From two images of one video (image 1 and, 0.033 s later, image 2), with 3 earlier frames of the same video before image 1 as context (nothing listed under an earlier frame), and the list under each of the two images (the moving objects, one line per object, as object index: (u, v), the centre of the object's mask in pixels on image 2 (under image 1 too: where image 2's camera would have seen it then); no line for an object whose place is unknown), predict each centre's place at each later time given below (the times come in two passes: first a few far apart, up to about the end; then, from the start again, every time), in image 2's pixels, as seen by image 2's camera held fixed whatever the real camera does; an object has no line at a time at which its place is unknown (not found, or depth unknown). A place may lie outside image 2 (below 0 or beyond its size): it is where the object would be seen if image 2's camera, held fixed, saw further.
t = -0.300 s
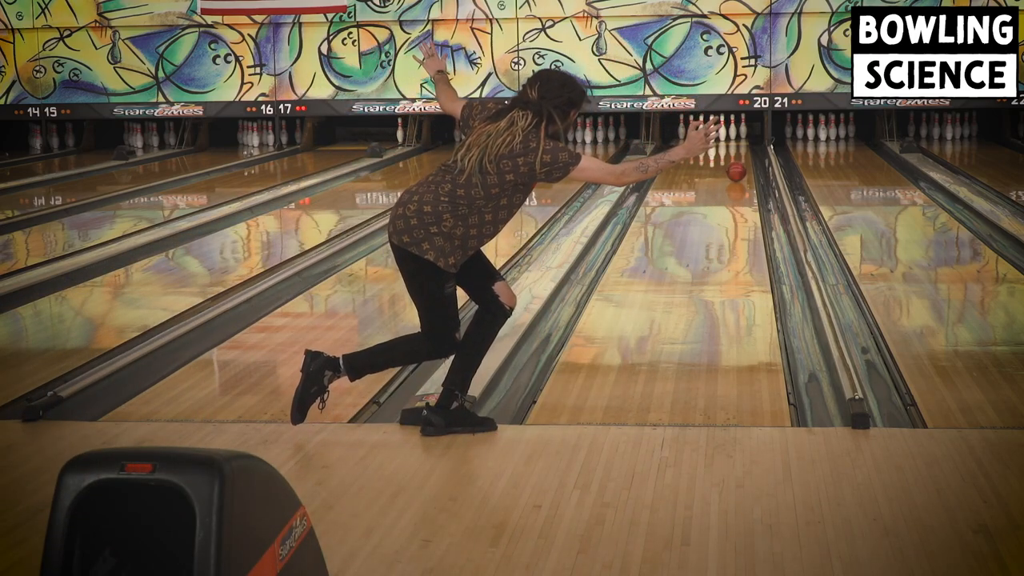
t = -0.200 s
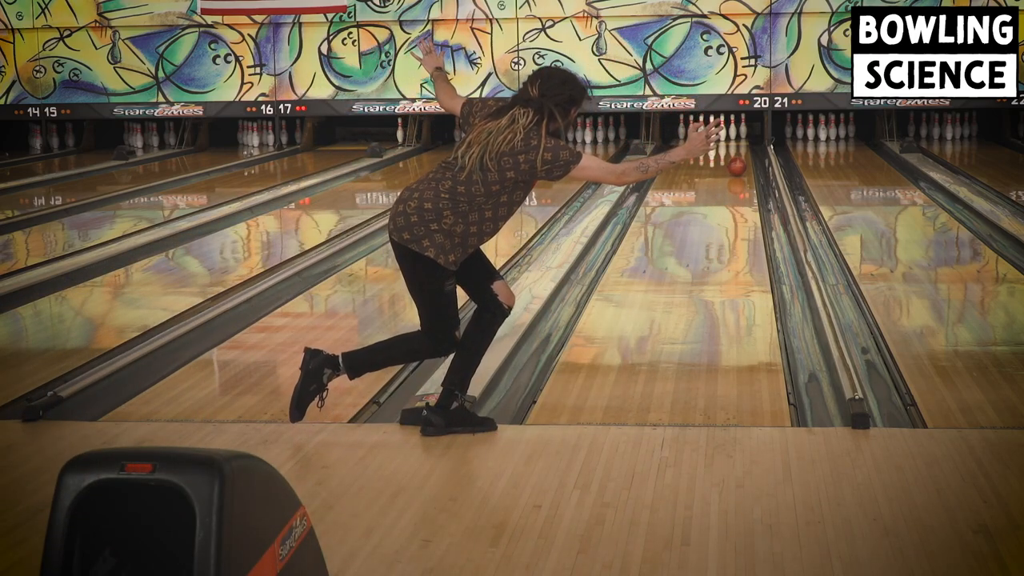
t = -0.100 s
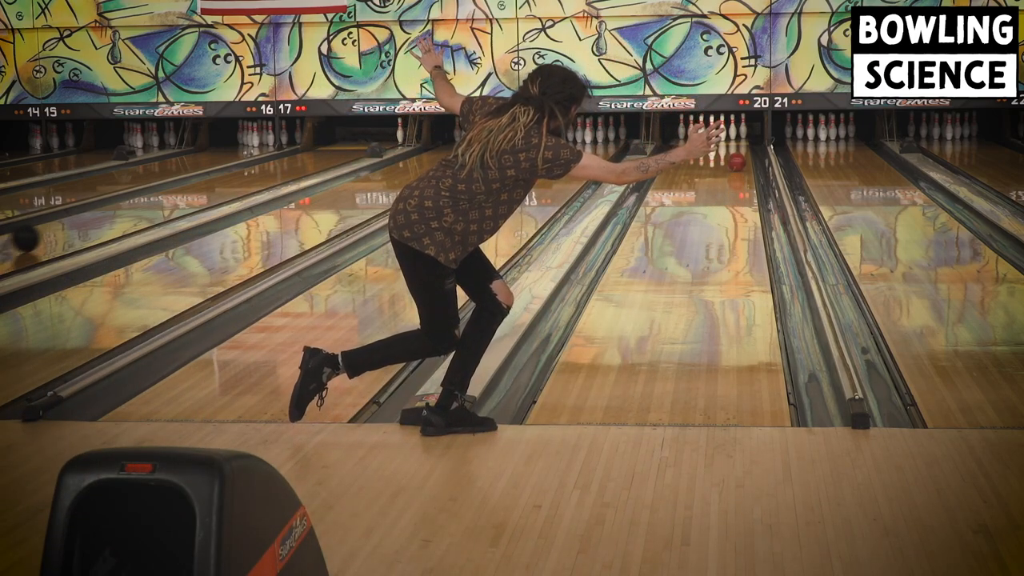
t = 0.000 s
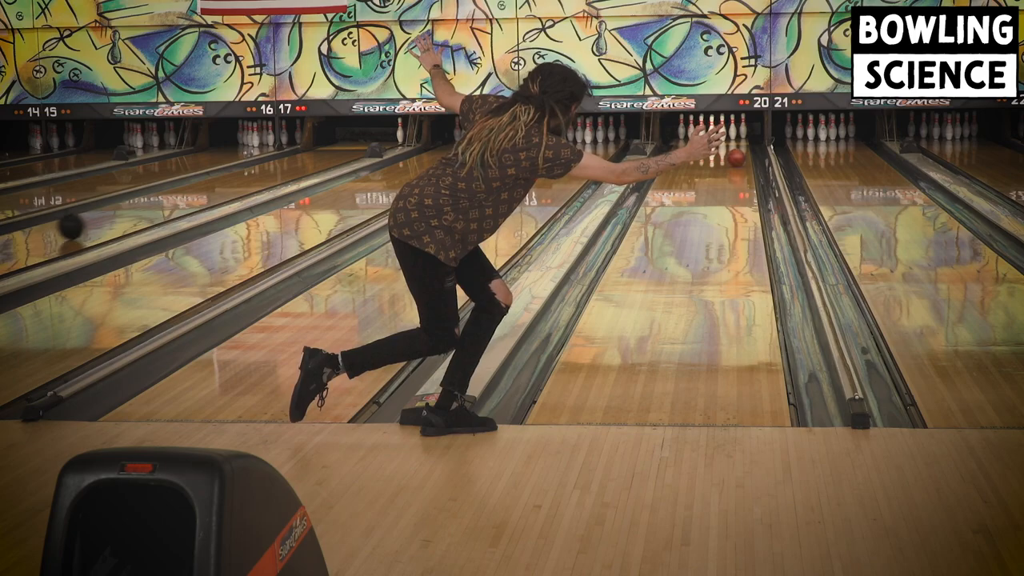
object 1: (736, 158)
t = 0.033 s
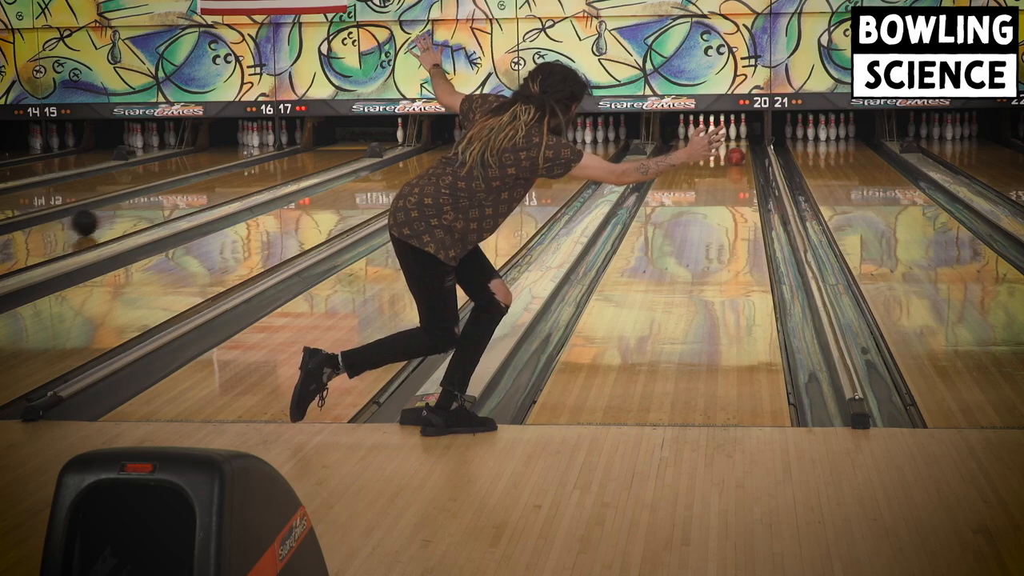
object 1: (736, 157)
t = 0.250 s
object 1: (731, 149)
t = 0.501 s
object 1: (724, 141)
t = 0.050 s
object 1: (736, 156)
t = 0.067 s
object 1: (735, 155)
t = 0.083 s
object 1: (735, 155)
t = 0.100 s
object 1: (735, 154)
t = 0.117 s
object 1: (735, 154)
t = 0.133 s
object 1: (734, 153)
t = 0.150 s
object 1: (734, 152)
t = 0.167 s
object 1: (733, 152)
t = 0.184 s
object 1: (733, 151)
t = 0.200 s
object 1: (733, 151)
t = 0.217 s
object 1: (733, 151)
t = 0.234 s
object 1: (732, 150)
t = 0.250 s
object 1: (731, 149)
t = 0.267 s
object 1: (731, 148)
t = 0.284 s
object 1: (731, 148)
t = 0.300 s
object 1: (730, 148)
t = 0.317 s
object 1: (730, 147)
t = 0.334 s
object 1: (729, 146)
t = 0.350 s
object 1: (728, 146)
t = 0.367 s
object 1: (729, 145)
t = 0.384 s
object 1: (729, 145)
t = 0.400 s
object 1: (728, 144)
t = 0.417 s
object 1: (728, 143)
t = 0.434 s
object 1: (727, 142)
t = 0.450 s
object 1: (726, 142)
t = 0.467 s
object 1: (725, 142)
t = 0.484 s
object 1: (724, 142)
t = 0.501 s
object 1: (724, 141)
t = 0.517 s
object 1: (723, 140)
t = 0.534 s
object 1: (723, 139)
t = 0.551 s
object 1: (722, 139)
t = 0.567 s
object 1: (722, 139)
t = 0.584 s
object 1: (721, 139)
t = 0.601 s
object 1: (721, 139)
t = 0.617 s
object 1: (721, 139)
